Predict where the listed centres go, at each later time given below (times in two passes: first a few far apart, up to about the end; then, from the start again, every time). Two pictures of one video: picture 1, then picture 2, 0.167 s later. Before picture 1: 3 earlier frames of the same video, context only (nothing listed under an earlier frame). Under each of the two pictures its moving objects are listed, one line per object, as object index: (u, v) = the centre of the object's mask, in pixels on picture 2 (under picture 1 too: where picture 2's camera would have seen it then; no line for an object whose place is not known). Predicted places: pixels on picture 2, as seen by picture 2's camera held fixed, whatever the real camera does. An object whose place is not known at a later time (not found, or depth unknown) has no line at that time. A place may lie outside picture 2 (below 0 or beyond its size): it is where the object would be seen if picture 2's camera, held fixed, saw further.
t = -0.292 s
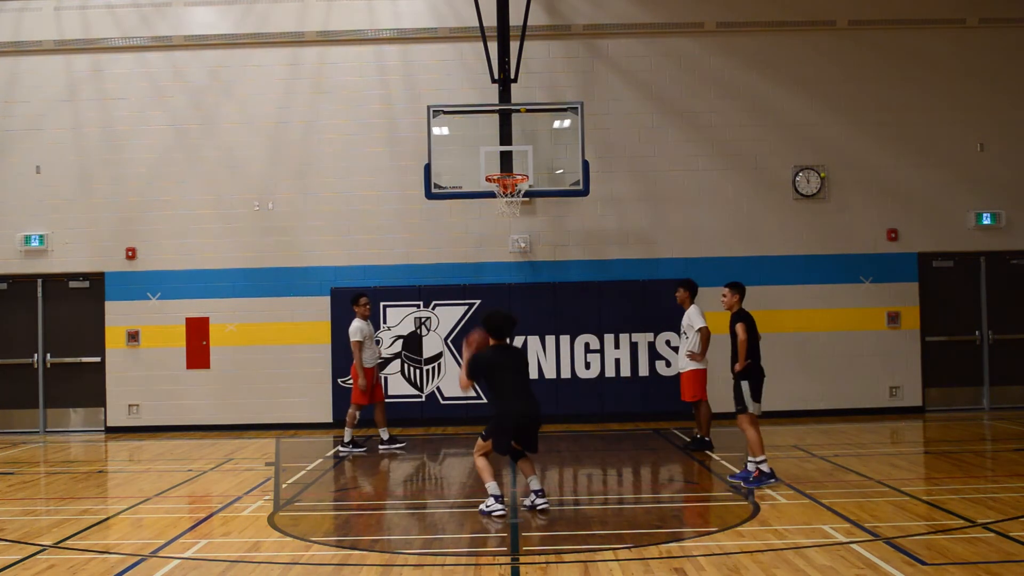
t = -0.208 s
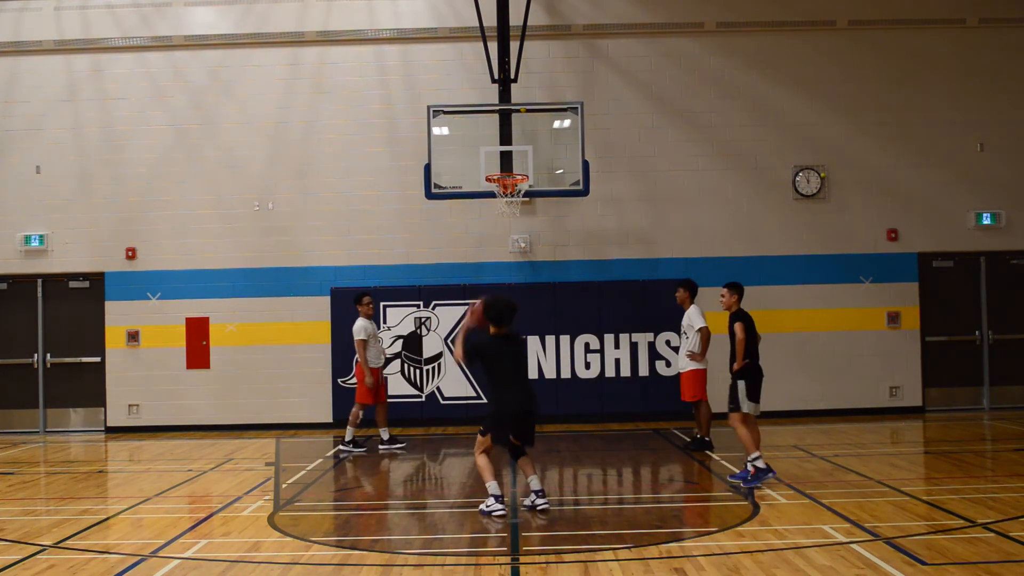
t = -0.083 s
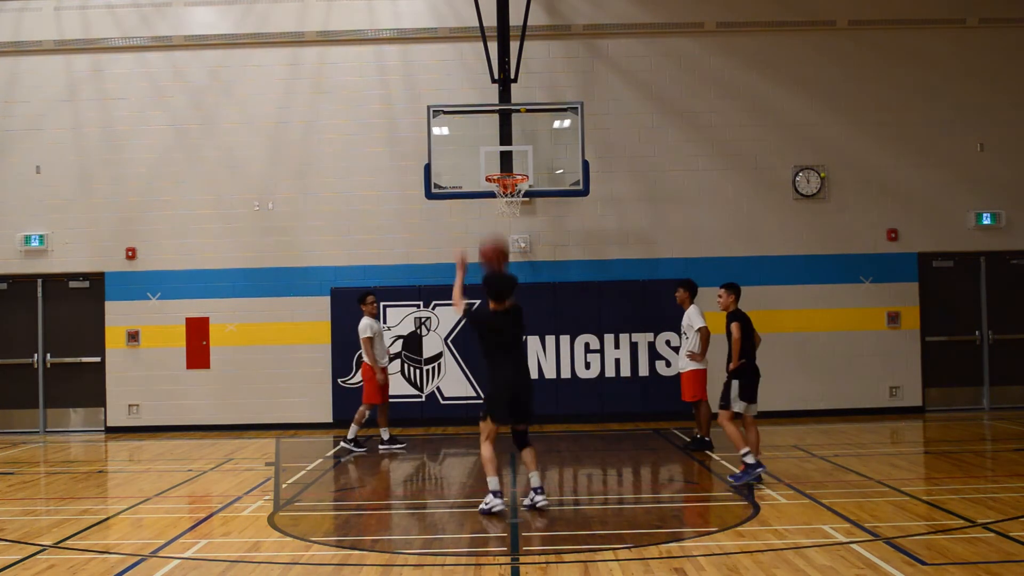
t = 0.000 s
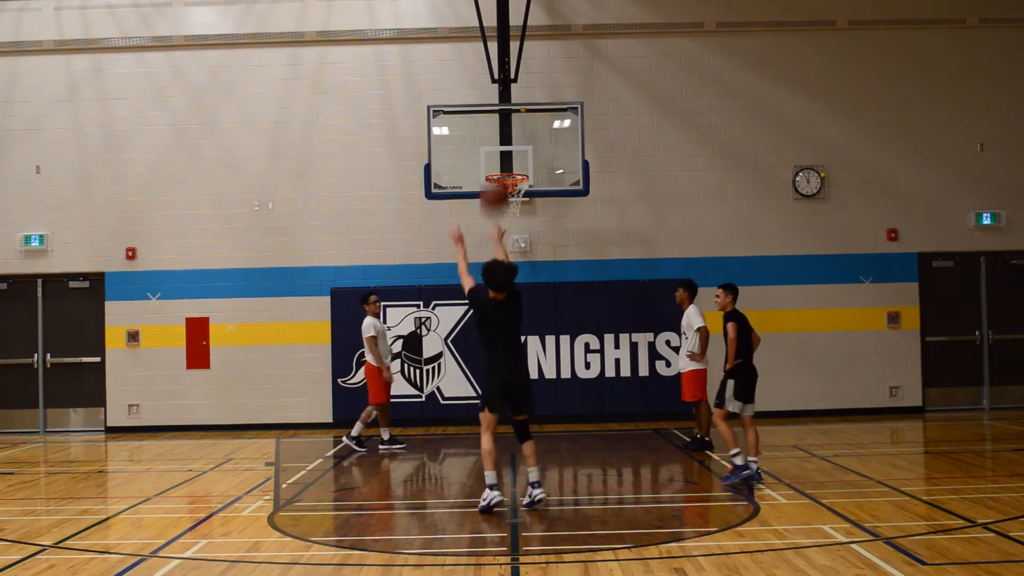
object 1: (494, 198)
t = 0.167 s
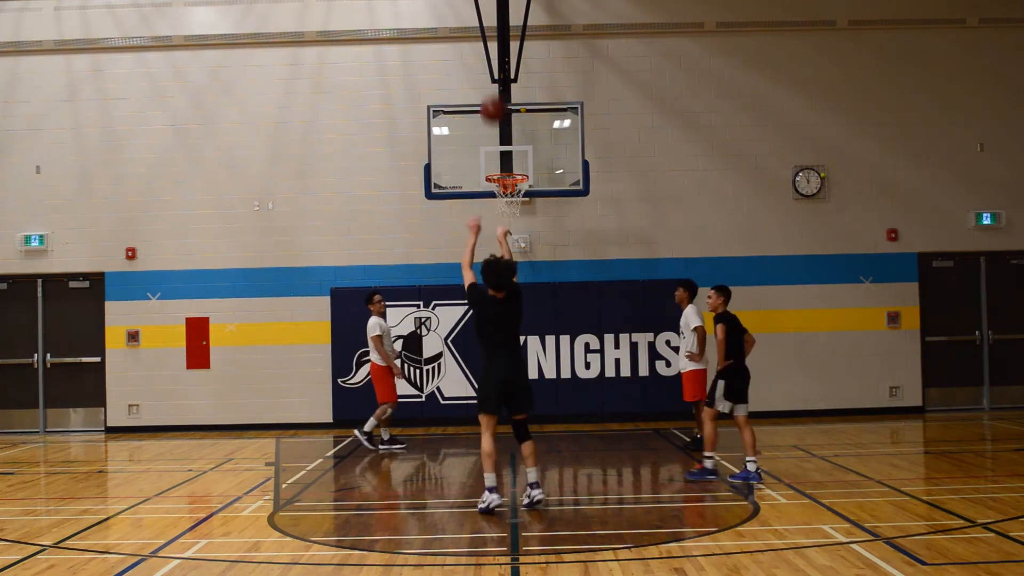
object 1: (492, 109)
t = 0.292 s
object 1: (493, 71)
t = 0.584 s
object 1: (495, 53)
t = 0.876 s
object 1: (499, 112)
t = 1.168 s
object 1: (503, 168)
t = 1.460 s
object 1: (494, 154)
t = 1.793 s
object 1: (479, 174)
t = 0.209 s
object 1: (492, 95)
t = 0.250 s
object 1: (493, 81)
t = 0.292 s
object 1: (493, 71)
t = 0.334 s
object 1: (493, 63)
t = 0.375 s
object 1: (494, 56)
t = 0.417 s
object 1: (494, 52)
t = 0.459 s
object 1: (494, 50)
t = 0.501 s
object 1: (494, 49)
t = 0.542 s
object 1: (494, 50)
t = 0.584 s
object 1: (495, 53)
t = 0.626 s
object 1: (496, 56)
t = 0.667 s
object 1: (496, 62)
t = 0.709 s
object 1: (497, 70)
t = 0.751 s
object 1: (497, 78)
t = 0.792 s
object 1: (497, 87)
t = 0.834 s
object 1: (497, 99)
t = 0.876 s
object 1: (499, 112)
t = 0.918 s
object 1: (499, 124)
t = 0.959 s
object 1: (500, 139)
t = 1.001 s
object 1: (500, 156)
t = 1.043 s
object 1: (503, 168)
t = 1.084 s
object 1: (509, 169)
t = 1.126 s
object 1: (509, 168)
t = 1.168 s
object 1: (503, 168)
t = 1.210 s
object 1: (495, 166)
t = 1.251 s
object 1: (495, 162)
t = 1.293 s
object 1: (495, 158)
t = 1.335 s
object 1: (494, 154)
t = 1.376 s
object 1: (494, 153)
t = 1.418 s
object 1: (494, 153)
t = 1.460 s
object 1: (494, 154)
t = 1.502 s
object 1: (493, 156)
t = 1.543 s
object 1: (493, 160)
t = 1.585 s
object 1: (493, 165)
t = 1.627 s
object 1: (491, 168)
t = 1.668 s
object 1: (488, 169)
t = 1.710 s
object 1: (485, 169)
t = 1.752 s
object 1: (482, 171)
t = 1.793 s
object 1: (479, 174)
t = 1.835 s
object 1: (476, 178)
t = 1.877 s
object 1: (472, 184)
